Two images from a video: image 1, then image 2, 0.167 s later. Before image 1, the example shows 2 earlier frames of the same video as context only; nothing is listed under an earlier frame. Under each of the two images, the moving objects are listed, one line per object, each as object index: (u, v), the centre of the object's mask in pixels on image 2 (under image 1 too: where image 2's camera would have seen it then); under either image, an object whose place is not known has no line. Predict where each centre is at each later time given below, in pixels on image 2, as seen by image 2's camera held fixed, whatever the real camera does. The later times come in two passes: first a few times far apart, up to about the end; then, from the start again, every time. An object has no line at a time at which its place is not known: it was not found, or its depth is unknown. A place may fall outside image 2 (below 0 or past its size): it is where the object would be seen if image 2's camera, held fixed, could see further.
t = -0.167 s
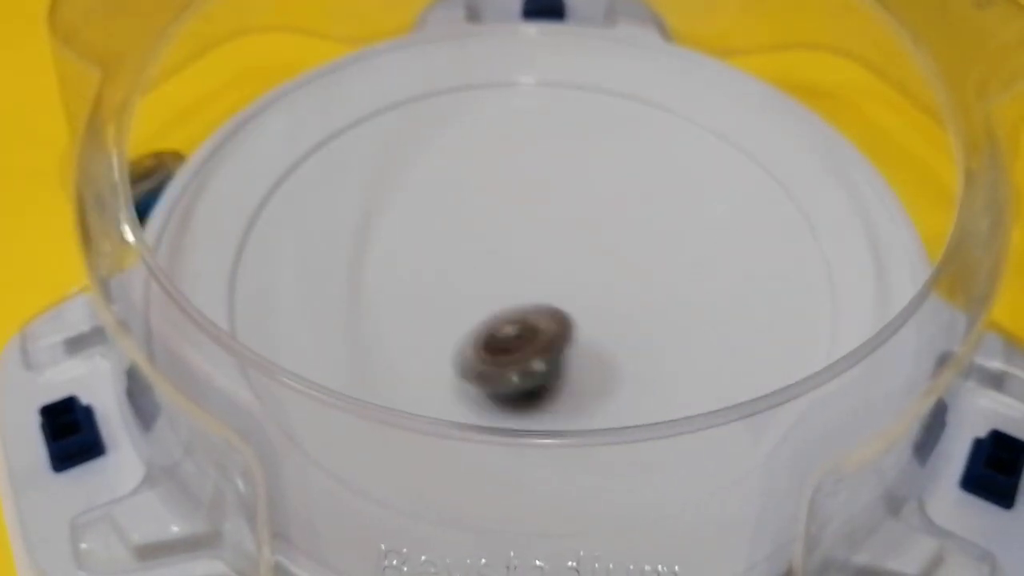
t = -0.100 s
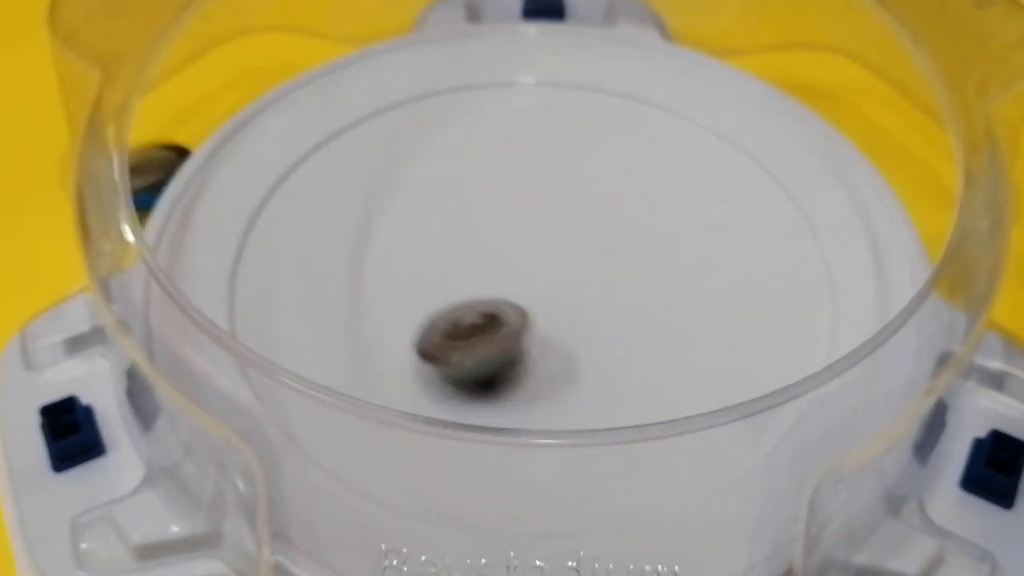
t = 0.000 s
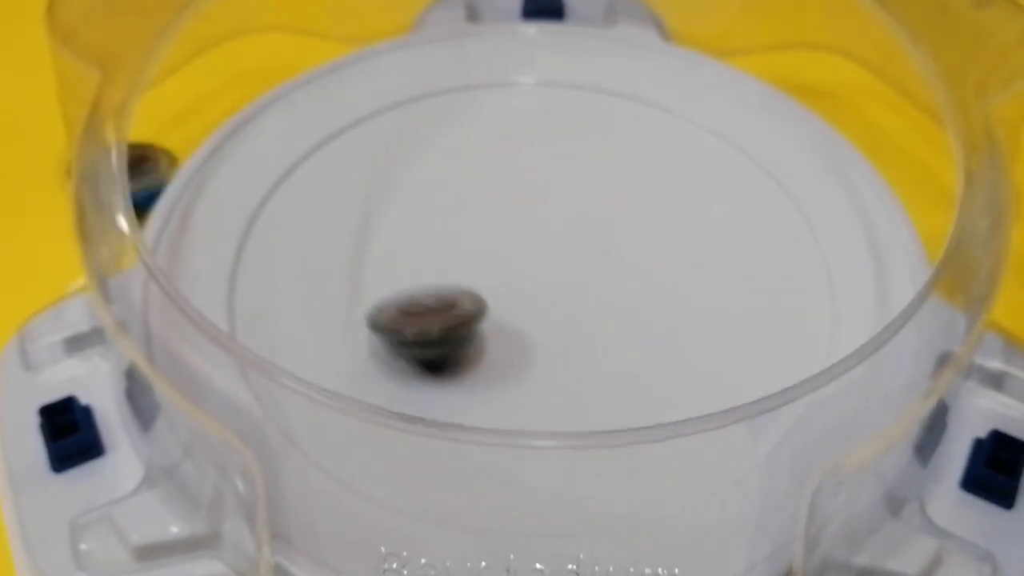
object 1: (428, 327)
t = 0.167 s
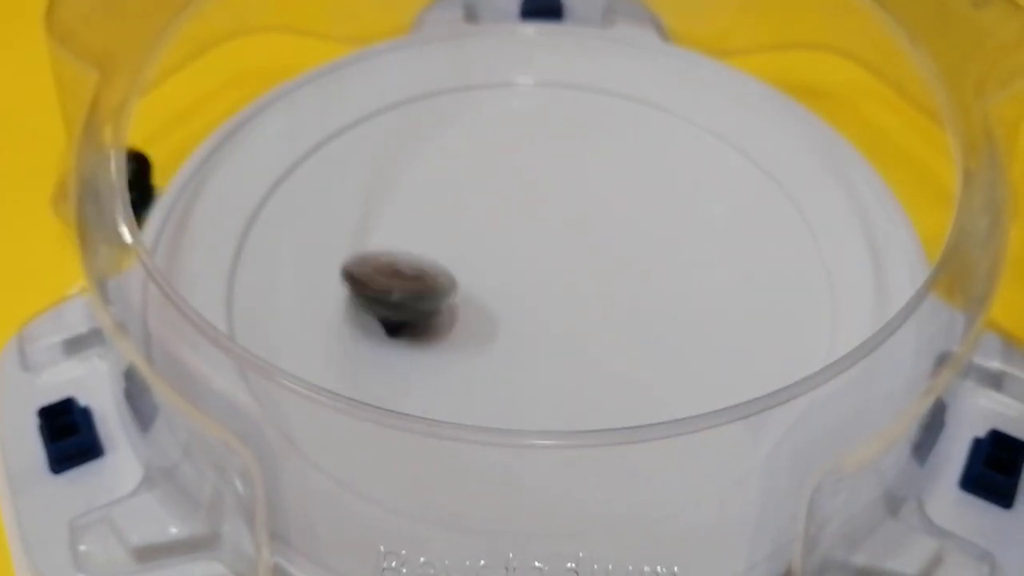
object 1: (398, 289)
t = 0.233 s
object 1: (401, 275)
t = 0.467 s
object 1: (452, 235)
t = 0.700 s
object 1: (523, 196)
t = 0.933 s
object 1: (583, 187)
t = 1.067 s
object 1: (615, 198)
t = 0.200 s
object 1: (398, 282)
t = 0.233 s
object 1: (401, 275)
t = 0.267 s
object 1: (404, 269)
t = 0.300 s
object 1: (410, 264)
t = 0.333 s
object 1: (417, 258)
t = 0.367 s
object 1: (425, 252)
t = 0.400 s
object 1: (434, 248)
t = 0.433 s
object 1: (441, 239)
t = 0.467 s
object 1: (452, 235)
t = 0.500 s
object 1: (463, 232)
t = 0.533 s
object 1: (474, 225)
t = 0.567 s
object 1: (483, 217)
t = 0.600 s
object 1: (493, 210)
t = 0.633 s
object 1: (503, 203)
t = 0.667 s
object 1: (512, 197)
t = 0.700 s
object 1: (523, 196)
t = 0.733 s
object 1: (531, 193)
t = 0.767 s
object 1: (541, 188)
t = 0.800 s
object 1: (549, 184)
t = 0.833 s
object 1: (559, 180)
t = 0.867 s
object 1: (566, 180)
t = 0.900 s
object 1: (574, 180)
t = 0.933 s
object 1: (583, 187)
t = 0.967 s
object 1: (591, 188)
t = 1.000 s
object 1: (599, 190)
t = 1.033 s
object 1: (607, 191)
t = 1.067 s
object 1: (615, 198)
